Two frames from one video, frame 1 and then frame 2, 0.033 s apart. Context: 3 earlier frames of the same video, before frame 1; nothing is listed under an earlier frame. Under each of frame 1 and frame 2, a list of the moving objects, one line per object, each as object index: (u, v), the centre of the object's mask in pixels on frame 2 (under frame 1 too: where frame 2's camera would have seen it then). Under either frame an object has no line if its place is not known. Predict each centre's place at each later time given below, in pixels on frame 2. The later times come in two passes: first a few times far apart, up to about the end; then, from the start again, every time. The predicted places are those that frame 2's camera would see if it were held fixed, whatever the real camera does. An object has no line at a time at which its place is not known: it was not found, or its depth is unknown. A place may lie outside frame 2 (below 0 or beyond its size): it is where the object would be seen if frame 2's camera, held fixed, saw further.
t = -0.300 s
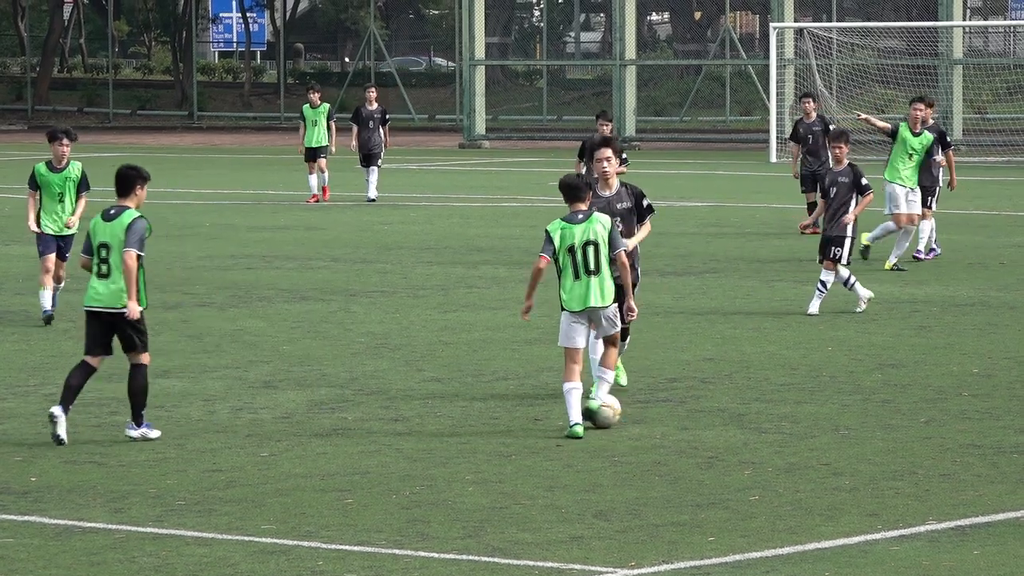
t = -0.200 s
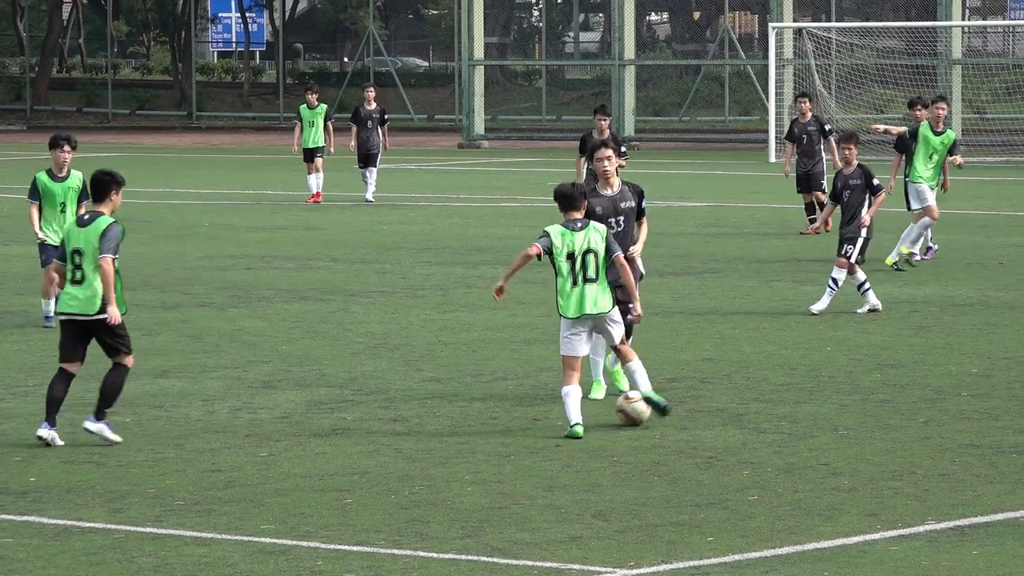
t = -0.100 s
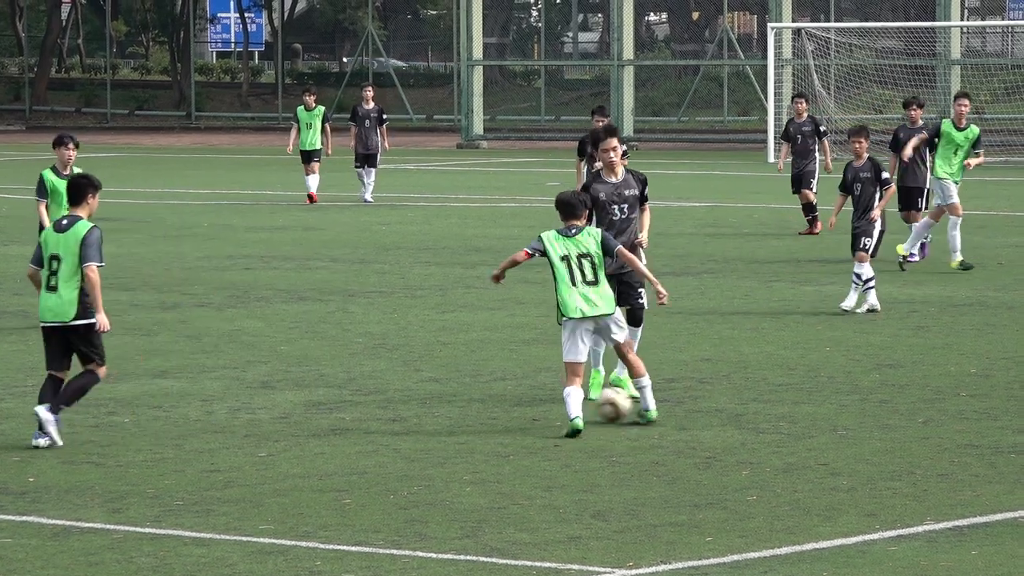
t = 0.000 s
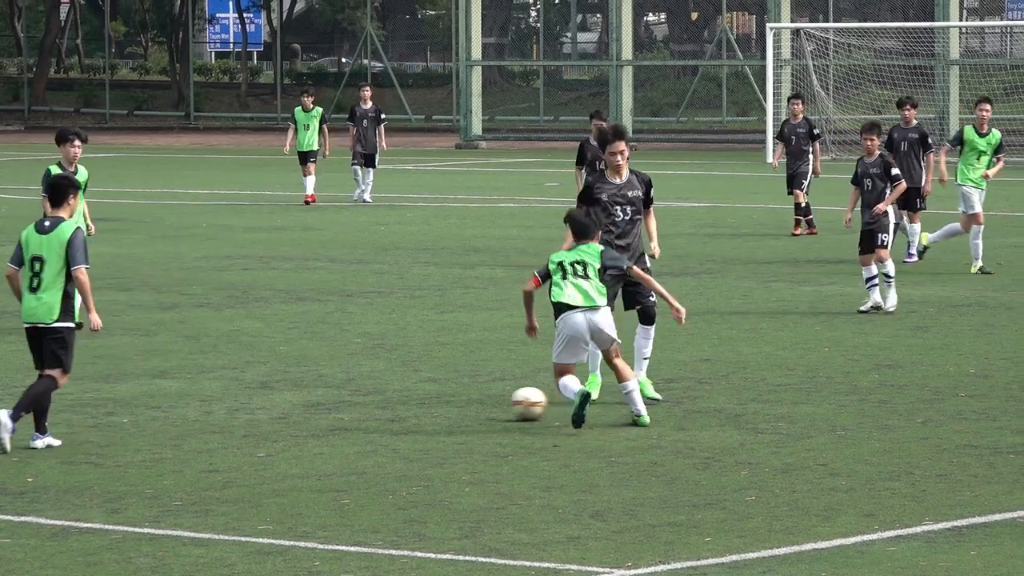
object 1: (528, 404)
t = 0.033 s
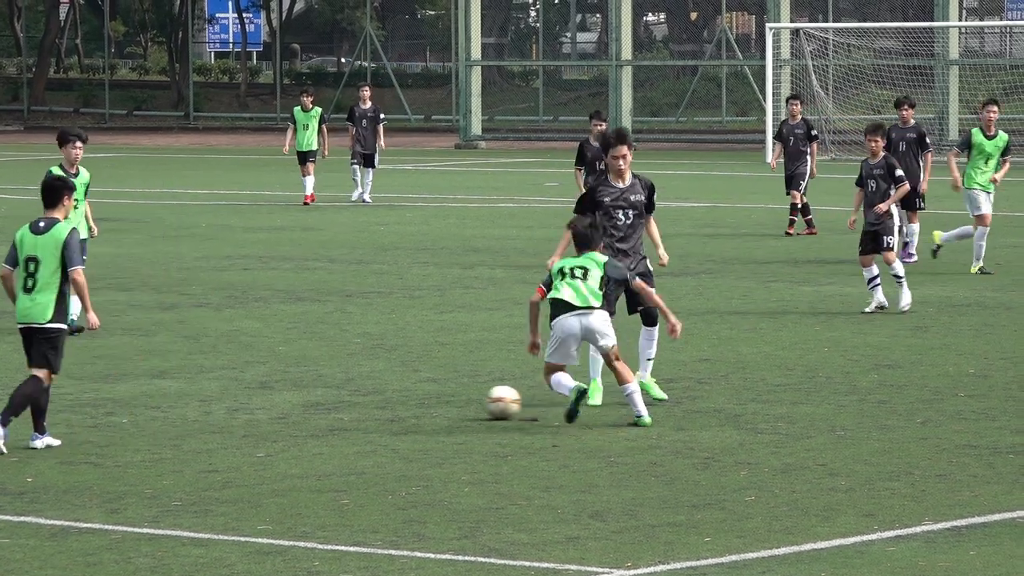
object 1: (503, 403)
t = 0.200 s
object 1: (389, 397)
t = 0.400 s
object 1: (285, 390)
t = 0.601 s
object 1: (207, 387)
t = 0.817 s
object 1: (130, 384)
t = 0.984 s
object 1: (73, 382)
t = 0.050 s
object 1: (491, 402)
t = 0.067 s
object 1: (478, 401)
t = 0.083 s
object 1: (466, 401)
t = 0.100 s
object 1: (454, 400)
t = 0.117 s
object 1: (443, 399)
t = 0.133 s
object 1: (431, 399)
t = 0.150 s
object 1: (420, 399)
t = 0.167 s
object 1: (410, 398)
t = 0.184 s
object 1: (399, 398)
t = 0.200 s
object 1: (389, 397)
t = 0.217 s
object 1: (380, 396)
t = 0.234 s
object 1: (370, 395)
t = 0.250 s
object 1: (359, 396)
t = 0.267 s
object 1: (351, 395)
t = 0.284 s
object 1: (342, 395)
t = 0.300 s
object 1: (332, 394)
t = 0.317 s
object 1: (324, 394)
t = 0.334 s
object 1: (316, 394)
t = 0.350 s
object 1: (308, 392)
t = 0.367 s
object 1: (300, 391)
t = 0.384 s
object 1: (292, 391)
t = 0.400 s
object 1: (285, 390)
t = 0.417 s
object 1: (277, 391)
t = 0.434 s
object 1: (270, 391)
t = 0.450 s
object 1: (263, 391)
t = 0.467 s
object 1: (257, 390)
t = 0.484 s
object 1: (250, 389)
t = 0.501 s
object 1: (243, 389)
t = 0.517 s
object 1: (238, 388)
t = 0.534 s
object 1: (231, 389)
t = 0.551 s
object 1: (225, 388)
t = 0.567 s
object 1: (219, 388)
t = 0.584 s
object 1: (213, 387)
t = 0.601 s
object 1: (207, 387)
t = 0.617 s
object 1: (201, 387)
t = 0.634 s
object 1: (195, 387)
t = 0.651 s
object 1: (189, 386)
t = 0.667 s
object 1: (183, 386)
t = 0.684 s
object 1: (177, 385)
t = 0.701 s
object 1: (171, 386)
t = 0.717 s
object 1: (165, 385)
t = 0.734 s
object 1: (159, 385)
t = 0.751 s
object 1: (153, 385)
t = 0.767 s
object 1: (147, 385)
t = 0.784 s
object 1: (141, 384)
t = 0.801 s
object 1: (136, 384)
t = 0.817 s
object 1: (130, 384)
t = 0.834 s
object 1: (124, 384)
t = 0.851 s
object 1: (119, 384)
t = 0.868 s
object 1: (113, 383)
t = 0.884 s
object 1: (107, 383)
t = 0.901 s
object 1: (101, 383)
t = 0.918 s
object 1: (95, 383)
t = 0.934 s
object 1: (90, 382)
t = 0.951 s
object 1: (84, 383)
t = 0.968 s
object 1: (79, 383)
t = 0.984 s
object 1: (73, 382)
